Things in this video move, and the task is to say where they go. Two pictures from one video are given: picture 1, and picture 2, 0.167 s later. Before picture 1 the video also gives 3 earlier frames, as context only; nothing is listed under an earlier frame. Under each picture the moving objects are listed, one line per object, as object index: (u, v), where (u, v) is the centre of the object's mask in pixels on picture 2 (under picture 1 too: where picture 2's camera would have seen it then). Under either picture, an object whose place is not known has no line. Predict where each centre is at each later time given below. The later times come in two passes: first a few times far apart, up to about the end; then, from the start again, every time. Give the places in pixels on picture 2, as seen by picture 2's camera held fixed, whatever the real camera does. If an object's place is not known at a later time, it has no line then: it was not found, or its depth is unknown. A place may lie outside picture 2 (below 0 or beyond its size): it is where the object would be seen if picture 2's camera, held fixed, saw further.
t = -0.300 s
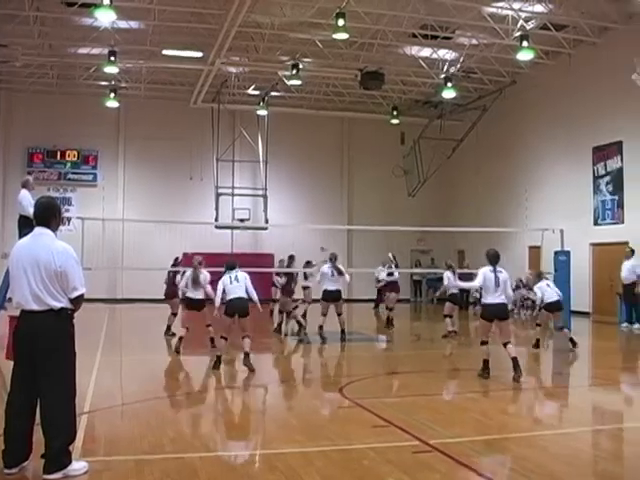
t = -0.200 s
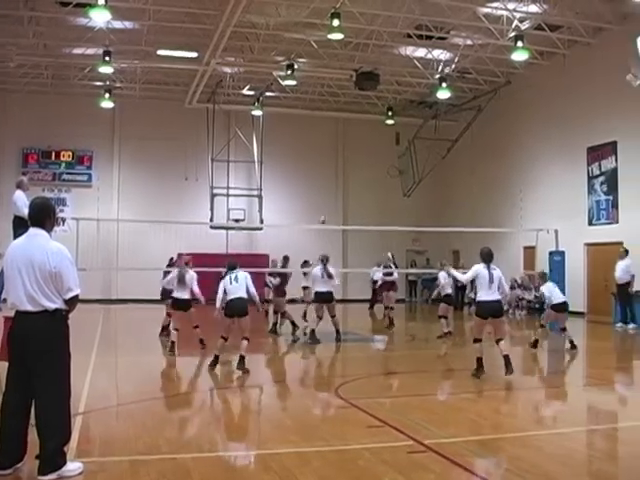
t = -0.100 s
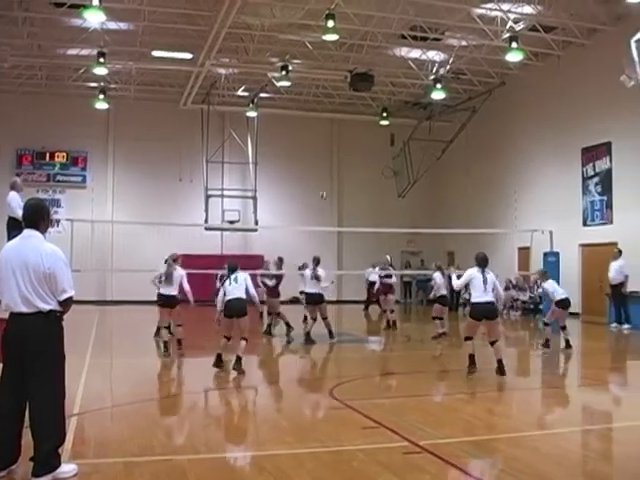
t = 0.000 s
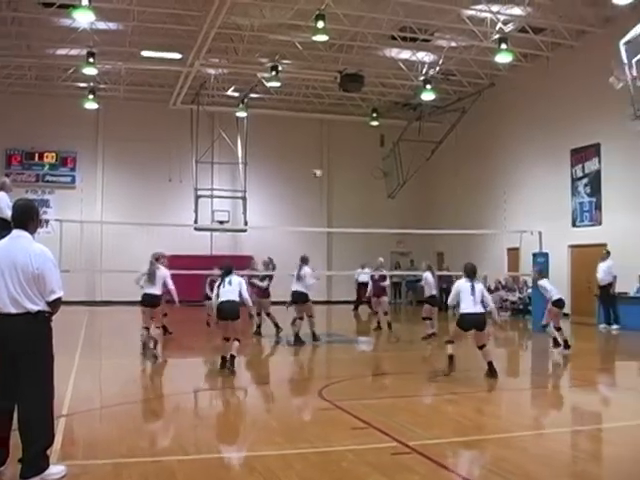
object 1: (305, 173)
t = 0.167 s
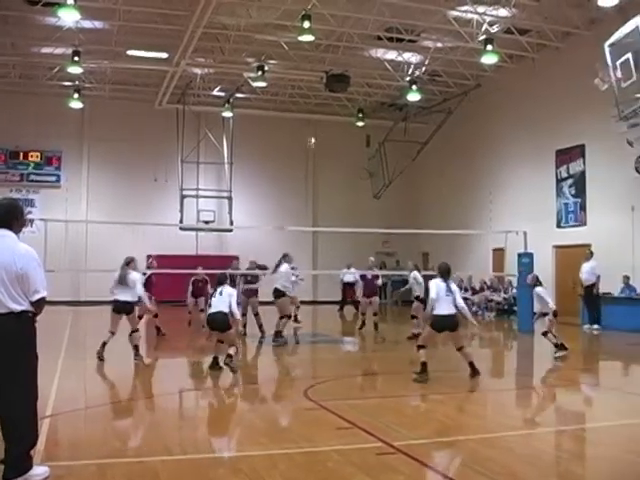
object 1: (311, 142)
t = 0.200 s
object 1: (312, 136)
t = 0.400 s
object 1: (323, 116)
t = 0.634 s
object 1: (339, 120)
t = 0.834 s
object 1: (356, 154)
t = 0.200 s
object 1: (312, 136)
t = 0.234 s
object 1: (314, 131)
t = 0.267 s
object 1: (316, 127)
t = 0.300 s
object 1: (317, 124)
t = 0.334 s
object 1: (319, 121)
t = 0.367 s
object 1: (321, 118)
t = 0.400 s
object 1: (323, 116)
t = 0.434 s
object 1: (326, 115)
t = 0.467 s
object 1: (328, 113)
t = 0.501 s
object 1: (329, 114)
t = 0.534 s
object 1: (332, 113)
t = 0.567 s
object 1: (335, 115)
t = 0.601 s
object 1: (337, 118)
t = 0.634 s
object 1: (339, 120)
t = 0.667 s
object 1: (342, 123)
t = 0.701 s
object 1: (344, 127)
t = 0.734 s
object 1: (348, 133)
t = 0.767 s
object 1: (351, 140)
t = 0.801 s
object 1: (353, 146)
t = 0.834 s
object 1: (356, 154)
